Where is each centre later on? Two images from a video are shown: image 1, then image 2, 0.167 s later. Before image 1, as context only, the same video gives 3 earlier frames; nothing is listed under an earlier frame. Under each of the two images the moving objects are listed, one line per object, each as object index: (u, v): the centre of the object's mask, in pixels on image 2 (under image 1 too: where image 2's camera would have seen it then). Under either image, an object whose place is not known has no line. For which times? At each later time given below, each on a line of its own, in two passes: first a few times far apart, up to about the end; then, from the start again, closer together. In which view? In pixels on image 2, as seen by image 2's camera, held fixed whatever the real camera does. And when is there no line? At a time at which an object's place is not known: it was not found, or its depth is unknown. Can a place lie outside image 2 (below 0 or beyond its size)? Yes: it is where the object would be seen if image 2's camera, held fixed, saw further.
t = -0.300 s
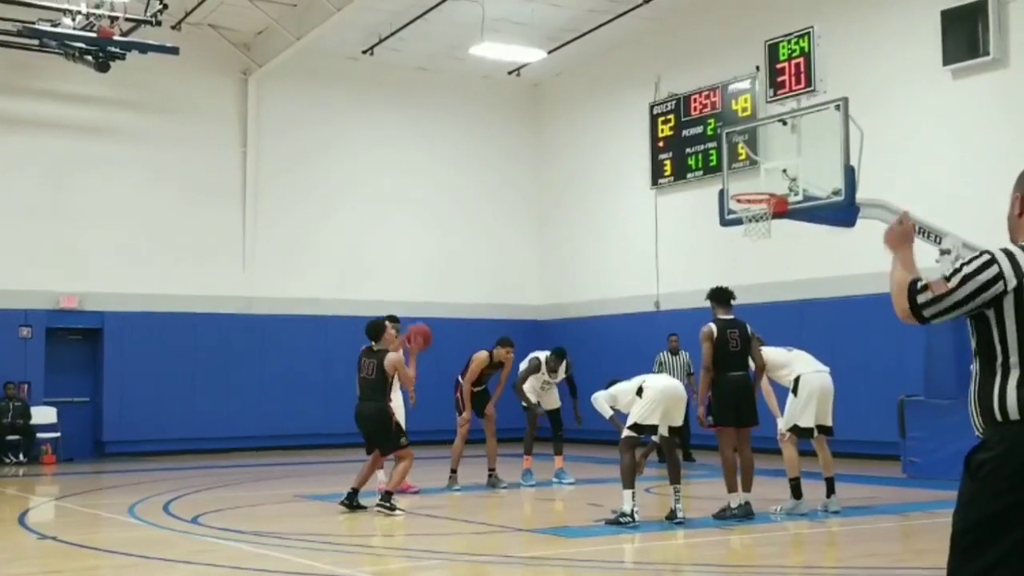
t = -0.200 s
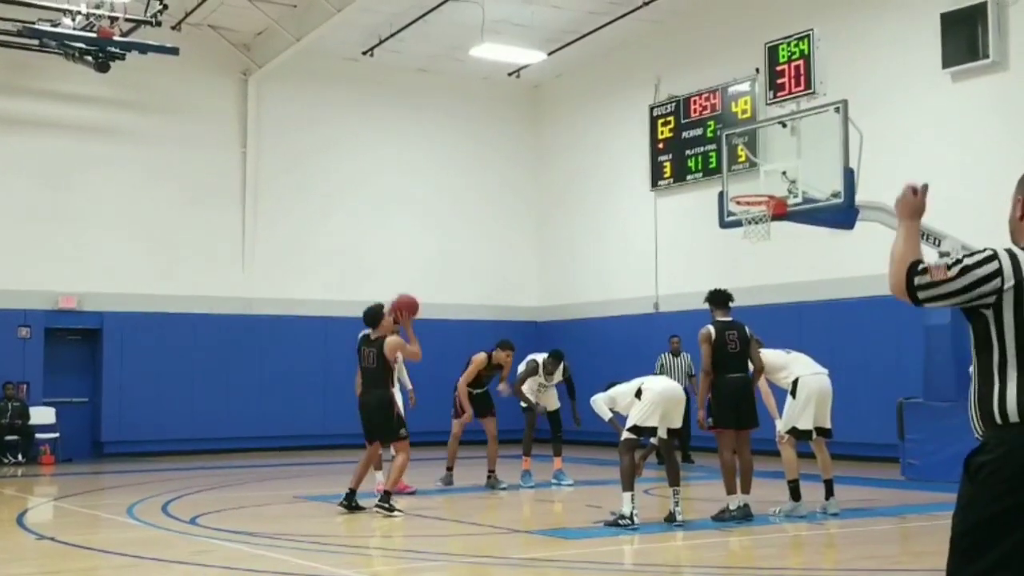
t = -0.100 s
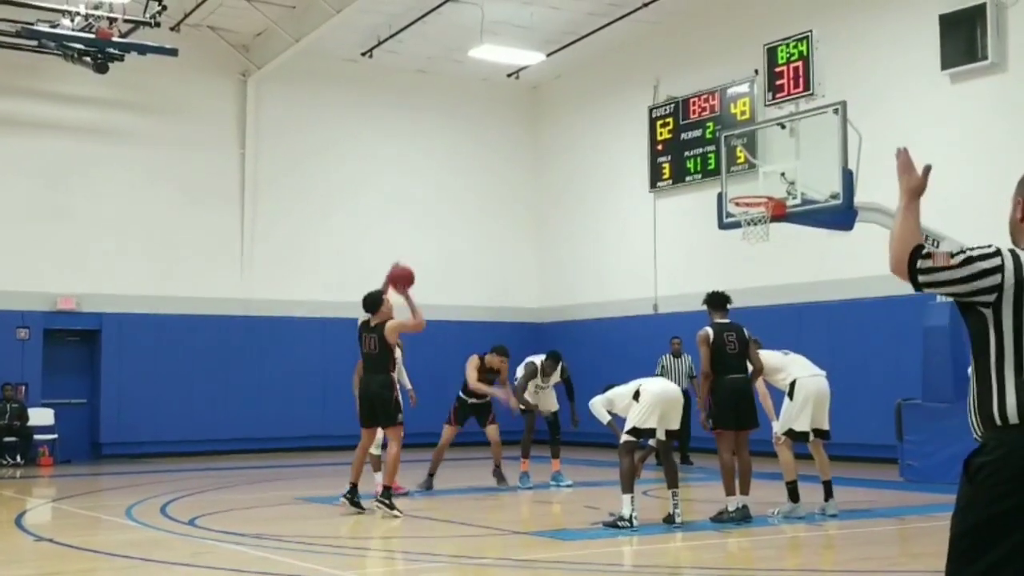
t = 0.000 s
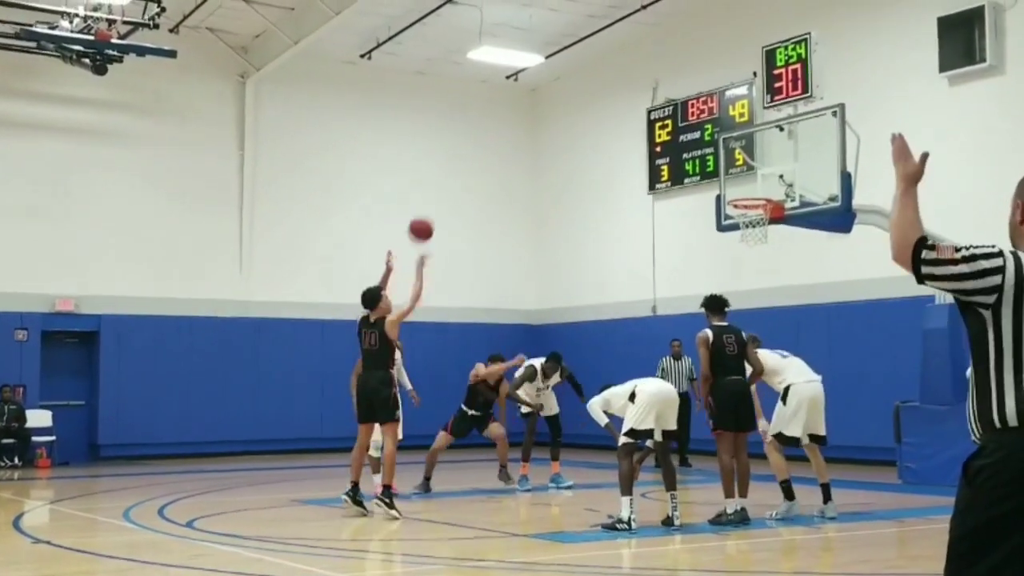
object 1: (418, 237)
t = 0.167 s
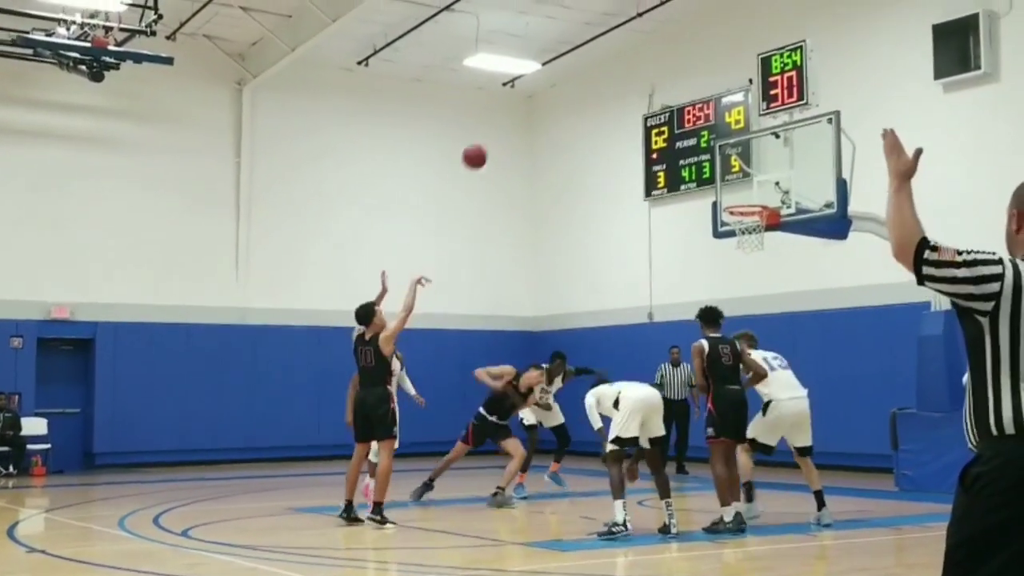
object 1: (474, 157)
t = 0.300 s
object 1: (517, 115)
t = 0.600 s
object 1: (606, 89)
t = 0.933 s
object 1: (698, 157)
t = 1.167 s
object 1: (750, 193)
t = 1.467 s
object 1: (750, 204)
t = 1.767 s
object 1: (737, 253)
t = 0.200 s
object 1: (485, 144)
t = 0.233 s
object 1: (496, 134)
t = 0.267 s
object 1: (507, 124)
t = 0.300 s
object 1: (517, 115)
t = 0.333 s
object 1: (528, 108)
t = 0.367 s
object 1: (538, 102)
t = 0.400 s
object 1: (548, 97)
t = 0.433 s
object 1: (558, 93)
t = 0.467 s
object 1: (568, 90)
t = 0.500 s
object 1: (578, 88)
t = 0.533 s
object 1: (587, 87)
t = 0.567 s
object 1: (597, 88)
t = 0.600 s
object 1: (606, 89)
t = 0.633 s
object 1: (616, 91)
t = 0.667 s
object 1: (625, 95)
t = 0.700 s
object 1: (635, 99)
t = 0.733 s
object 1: (644, 105)
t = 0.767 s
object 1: (653, 110)
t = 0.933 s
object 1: (698, 157)
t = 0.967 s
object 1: (708, 169)
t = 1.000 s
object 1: (717, 184)
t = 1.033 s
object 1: (726, 197)
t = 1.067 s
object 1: (731, 196)
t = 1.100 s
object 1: (738, 194)
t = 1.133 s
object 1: (744, 193)
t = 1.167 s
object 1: (750, 193)
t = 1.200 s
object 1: (756, 193)
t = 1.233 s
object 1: (762, 195)
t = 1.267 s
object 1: (767, 197)
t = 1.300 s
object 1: (765, 196)
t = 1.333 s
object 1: (762, 195)
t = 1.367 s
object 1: (759, 196)
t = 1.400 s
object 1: (756, 197)
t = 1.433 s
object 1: (753, 198)
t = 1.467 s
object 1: (750, 204)
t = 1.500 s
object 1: (747, 209)
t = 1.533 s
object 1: (744, 214)
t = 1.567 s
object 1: (743, 219)
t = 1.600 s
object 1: (741, 223)
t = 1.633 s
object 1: (740, 231)
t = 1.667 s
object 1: (739, 235)
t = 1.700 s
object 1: (738, 240)
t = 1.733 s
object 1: (738, 247)
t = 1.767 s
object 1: (737, 253)
